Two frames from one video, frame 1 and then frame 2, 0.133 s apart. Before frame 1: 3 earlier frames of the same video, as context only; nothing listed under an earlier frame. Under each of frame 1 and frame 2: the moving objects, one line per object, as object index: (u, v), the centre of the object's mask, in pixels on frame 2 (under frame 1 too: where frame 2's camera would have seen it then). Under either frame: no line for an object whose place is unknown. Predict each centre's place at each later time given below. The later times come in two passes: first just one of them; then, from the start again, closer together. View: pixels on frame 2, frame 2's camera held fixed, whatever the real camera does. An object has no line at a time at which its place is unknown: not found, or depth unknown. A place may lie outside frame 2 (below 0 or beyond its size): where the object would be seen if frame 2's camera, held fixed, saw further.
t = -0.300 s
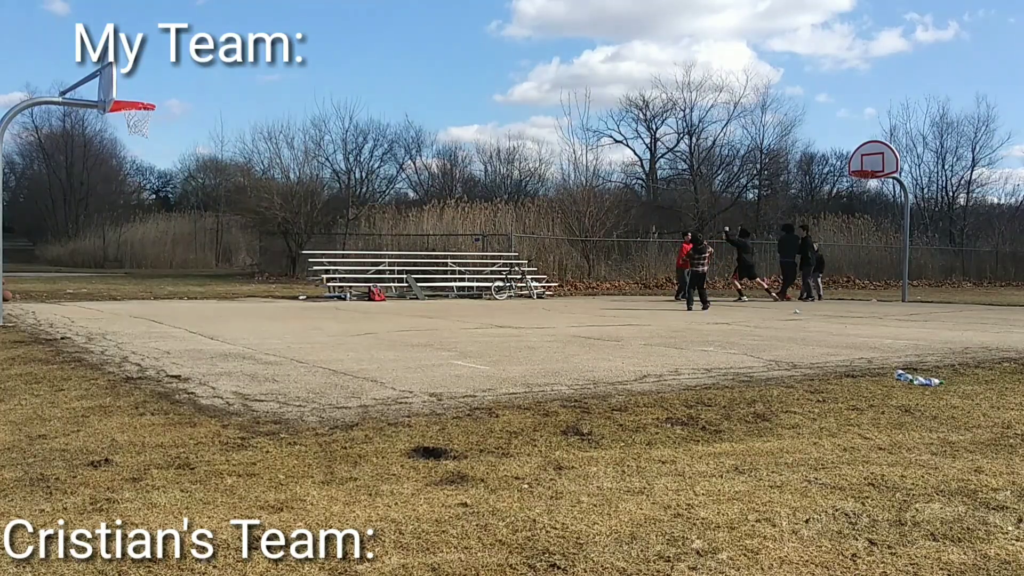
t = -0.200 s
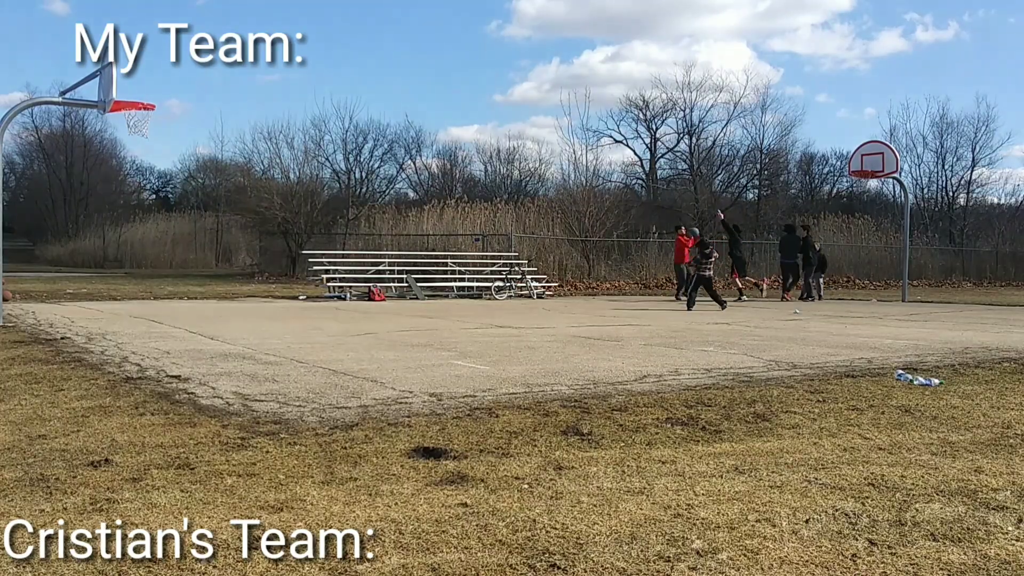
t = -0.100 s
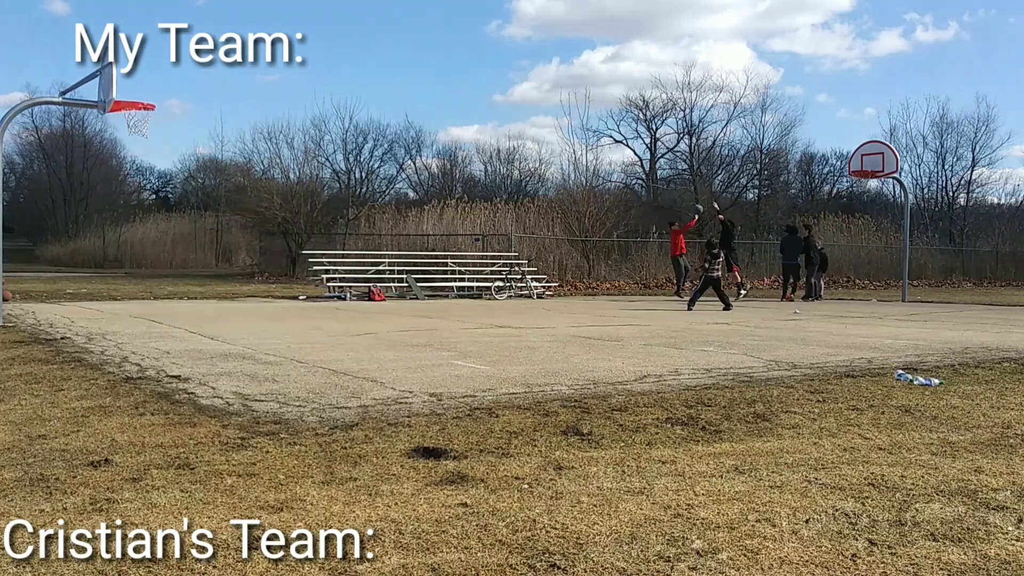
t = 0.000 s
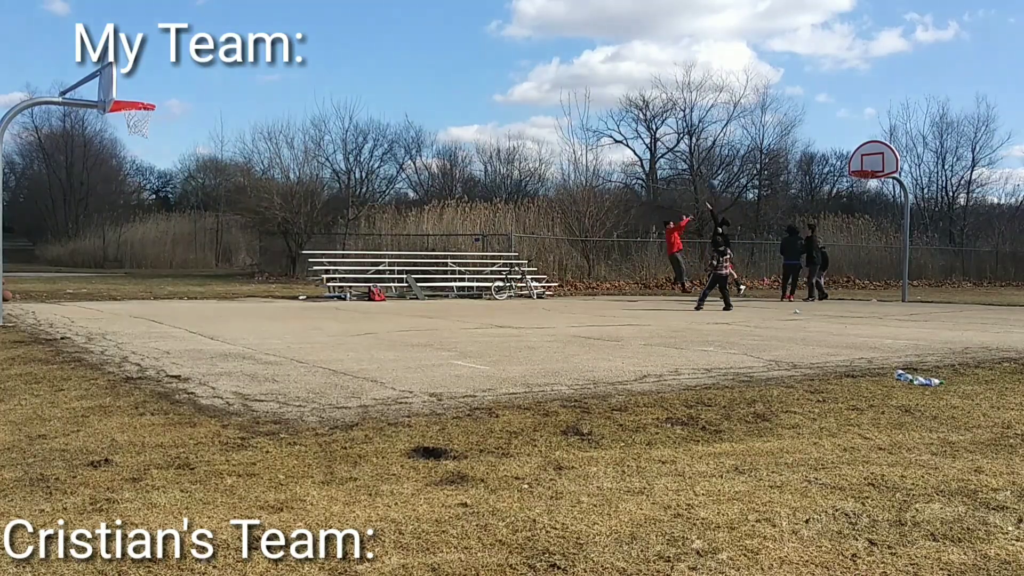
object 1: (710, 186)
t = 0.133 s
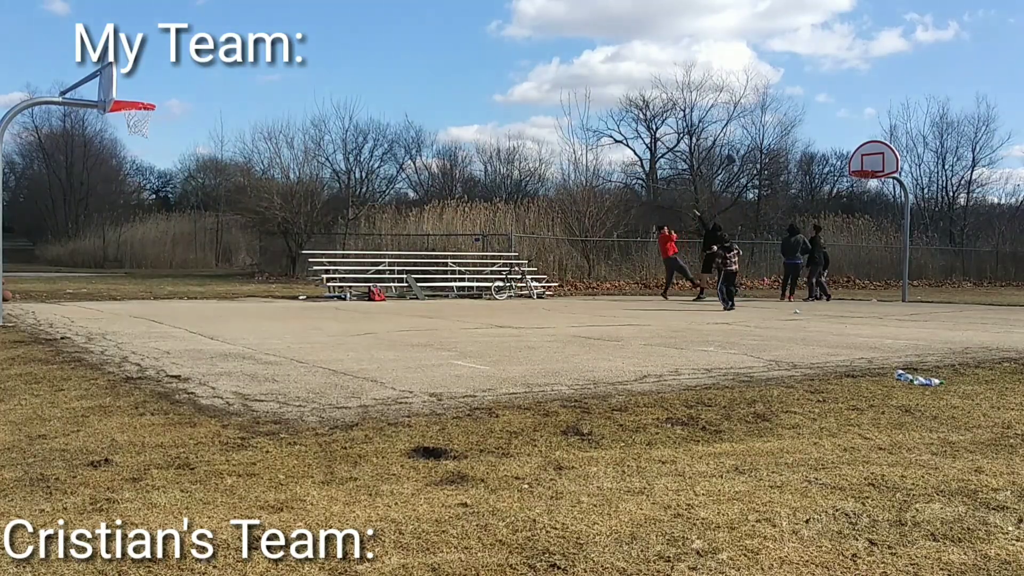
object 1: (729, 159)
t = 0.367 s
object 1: (764, 129)
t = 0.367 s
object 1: (764, 129)
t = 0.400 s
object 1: (769, 126)
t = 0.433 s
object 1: (774, 124)
